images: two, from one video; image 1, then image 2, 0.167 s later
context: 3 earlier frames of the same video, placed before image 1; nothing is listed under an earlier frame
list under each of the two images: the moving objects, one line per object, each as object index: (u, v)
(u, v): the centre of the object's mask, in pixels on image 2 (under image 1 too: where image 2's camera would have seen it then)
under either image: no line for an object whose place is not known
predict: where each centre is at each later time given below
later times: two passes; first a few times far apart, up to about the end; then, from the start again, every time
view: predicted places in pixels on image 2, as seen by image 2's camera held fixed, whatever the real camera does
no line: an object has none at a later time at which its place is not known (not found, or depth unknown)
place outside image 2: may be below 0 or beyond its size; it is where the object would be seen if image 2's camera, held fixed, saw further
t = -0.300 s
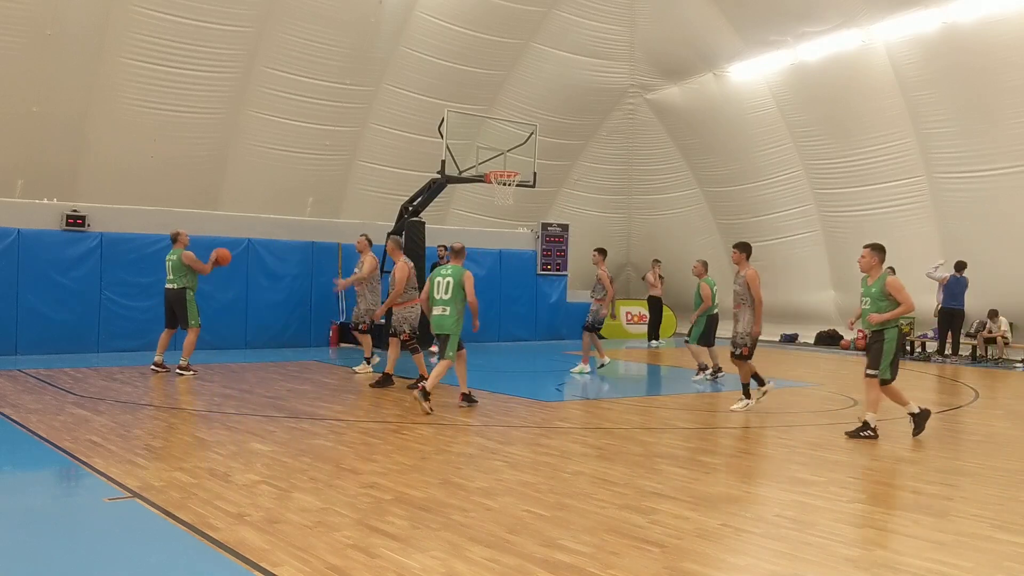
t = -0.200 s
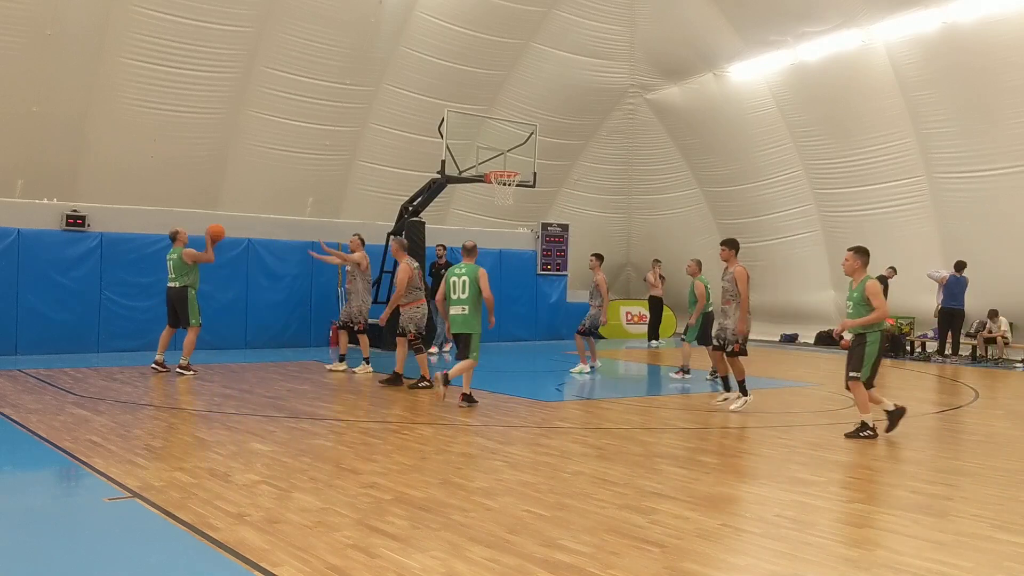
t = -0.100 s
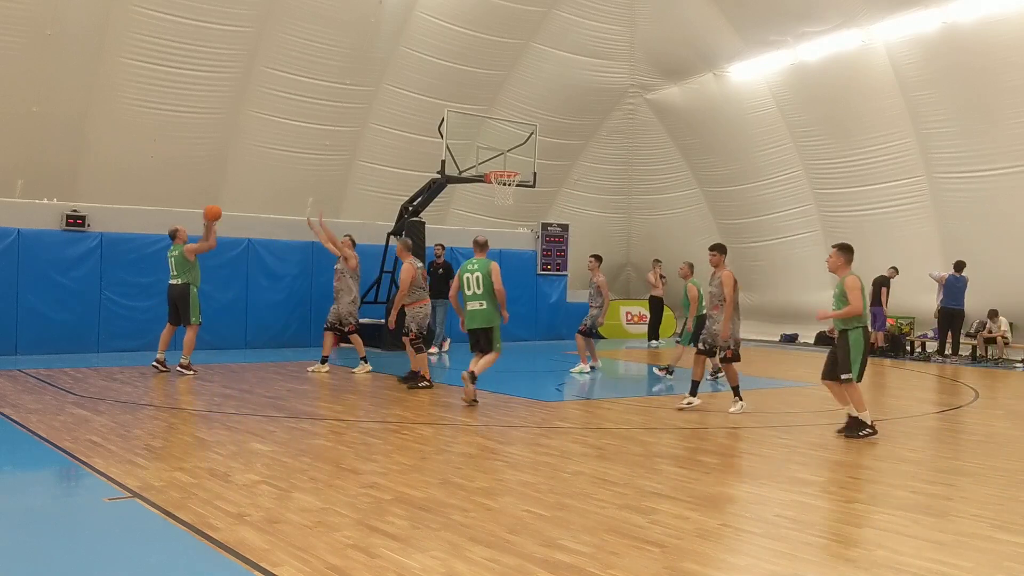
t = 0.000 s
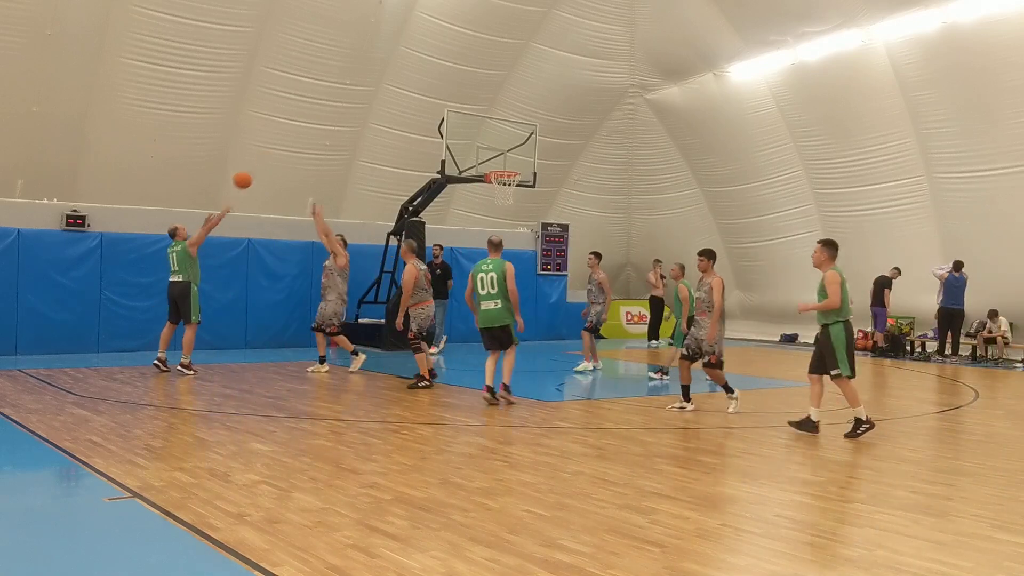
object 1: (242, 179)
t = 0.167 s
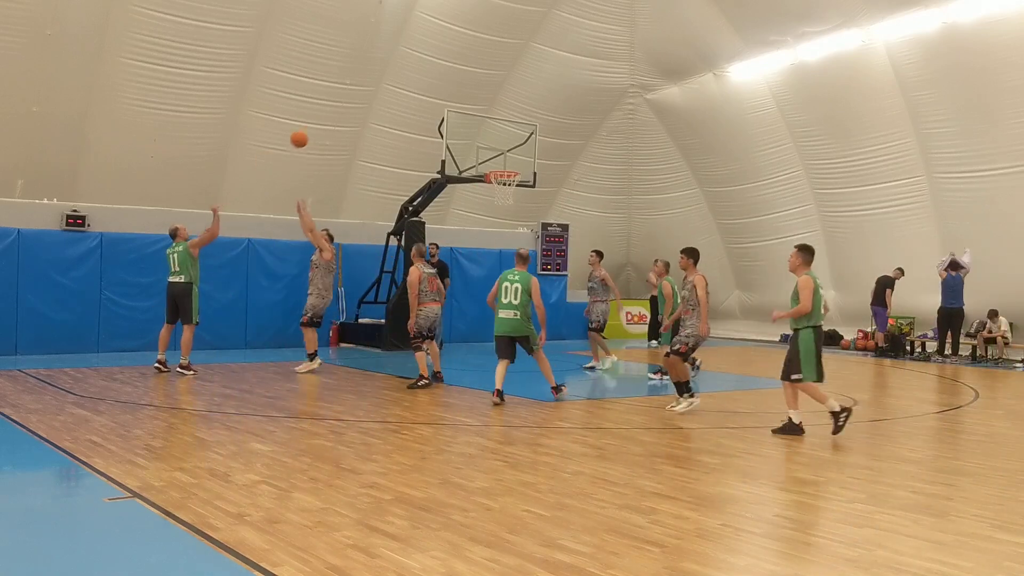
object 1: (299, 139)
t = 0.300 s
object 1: (341, 121)
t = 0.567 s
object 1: (418, 121)
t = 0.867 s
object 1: (485, 163)
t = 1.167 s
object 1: (434, 140)
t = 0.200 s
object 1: (309, 133)
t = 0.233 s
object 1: (320, 128)
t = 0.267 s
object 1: (331, 124)
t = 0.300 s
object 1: (341, 121)
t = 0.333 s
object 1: (351, 118)
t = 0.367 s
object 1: (361, 117)
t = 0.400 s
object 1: (371, 115)
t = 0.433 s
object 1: (381, 115)
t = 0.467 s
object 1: (390, 115)
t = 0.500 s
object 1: (400, 117)
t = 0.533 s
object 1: (409, 119)
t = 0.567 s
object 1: (418, 121)
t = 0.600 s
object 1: (427, 124)
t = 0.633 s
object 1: (436, 128)
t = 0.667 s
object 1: (445, 133)
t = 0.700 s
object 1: (454, 138)
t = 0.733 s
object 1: (463, 144)
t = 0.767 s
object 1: (471, 150)
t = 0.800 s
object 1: (480, 157)
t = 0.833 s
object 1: (488, 165)
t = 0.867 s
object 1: (485, 163)
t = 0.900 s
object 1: (480, 157)
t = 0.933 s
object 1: (474, 153)
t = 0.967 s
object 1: (469, 149)
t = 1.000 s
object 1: (464, 146)
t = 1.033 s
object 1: (458, 143)
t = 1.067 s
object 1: (452, 141)
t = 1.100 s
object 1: (447, 141)
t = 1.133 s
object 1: (441, 140)
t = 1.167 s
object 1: (434, 140)
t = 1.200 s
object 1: (428, 141)
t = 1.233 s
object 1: (422, 143)
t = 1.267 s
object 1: (416, 146)
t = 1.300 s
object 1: (410, 149)
